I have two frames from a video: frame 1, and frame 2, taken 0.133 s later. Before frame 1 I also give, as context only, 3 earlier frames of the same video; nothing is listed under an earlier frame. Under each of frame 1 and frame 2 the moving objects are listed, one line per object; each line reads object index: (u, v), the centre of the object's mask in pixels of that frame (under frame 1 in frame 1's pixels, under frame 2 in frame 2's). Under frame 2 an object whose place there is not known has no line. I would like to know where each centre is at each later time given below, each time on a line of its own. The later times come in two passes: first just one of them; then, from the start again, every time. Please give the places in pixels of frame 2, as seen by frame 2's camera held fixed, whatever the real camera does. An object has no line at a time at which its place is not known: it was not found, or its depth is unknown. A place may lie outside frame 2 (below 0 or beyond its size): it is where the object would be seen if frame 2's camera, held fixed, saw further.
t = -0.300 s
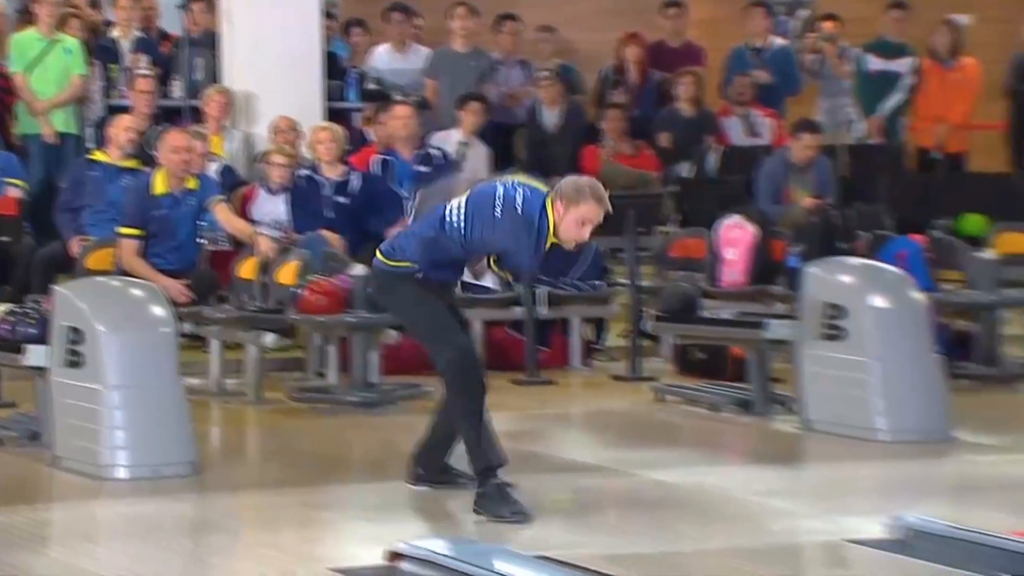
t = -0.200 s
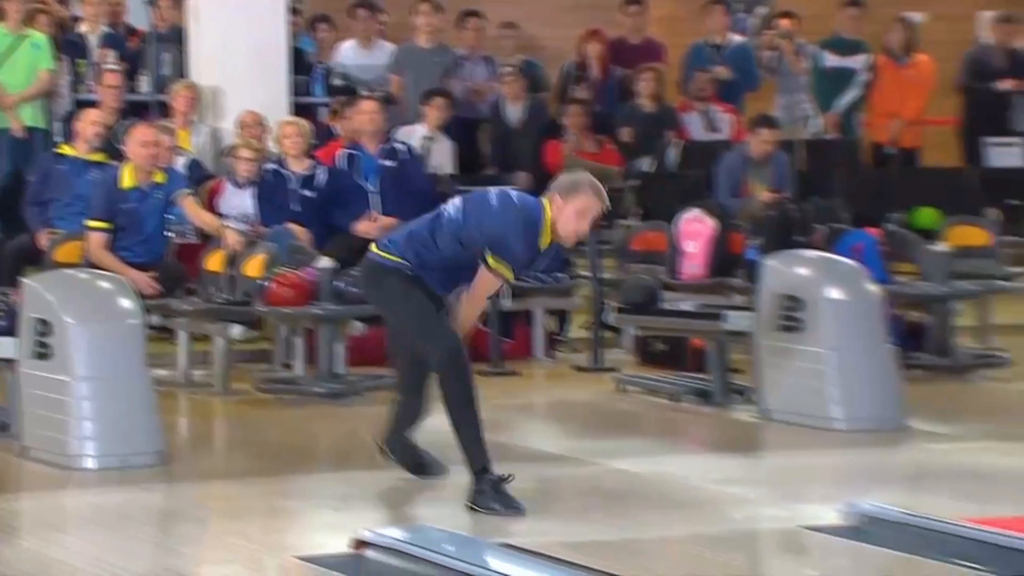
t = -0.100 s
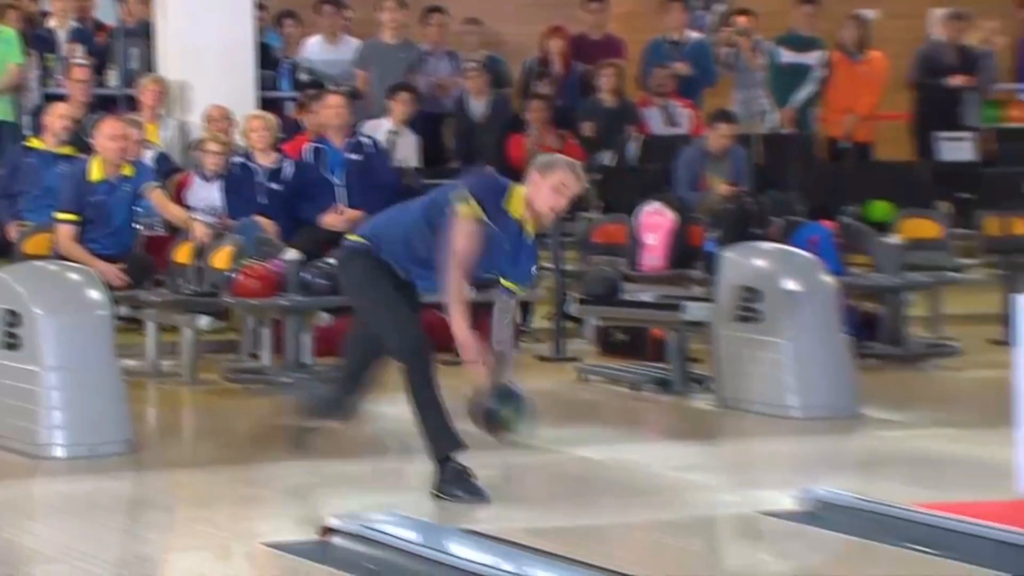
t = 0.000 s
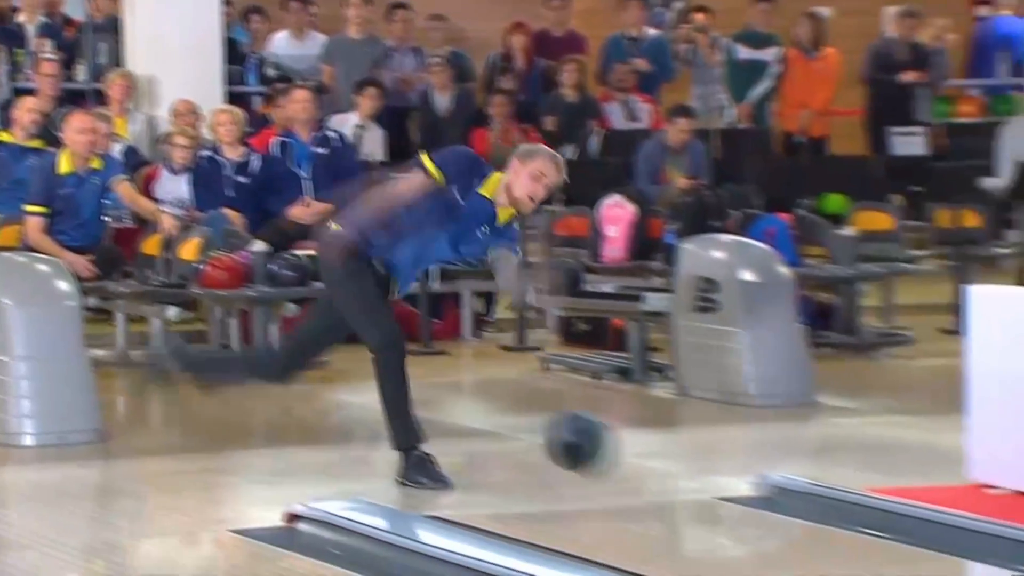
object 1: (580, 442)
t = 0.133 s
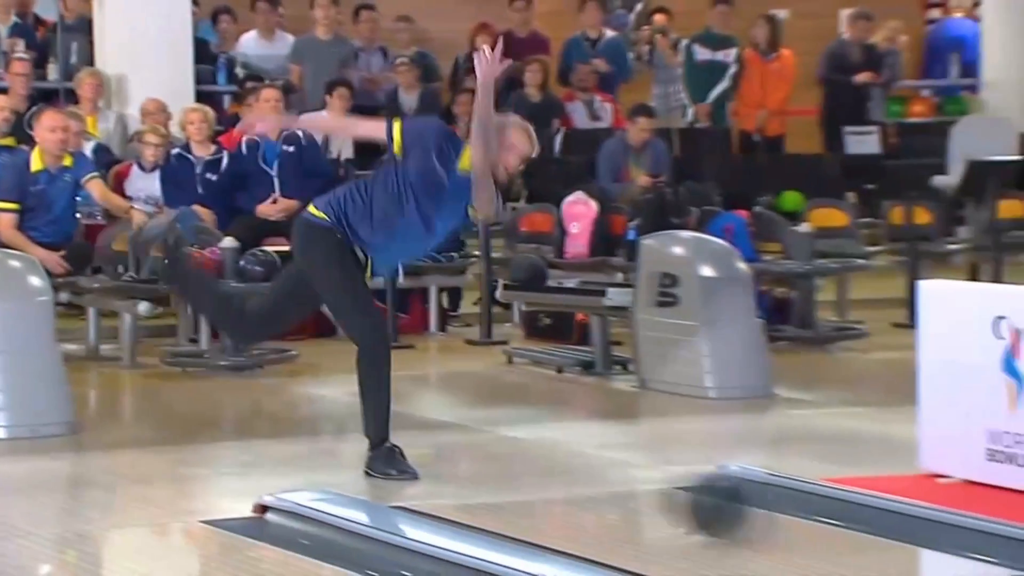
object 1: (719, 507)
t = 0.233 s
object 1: (877, 558)
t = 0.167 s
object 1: (773, 523)
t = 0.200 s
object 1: (813, 539)
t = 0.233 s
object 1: (877, 558)
